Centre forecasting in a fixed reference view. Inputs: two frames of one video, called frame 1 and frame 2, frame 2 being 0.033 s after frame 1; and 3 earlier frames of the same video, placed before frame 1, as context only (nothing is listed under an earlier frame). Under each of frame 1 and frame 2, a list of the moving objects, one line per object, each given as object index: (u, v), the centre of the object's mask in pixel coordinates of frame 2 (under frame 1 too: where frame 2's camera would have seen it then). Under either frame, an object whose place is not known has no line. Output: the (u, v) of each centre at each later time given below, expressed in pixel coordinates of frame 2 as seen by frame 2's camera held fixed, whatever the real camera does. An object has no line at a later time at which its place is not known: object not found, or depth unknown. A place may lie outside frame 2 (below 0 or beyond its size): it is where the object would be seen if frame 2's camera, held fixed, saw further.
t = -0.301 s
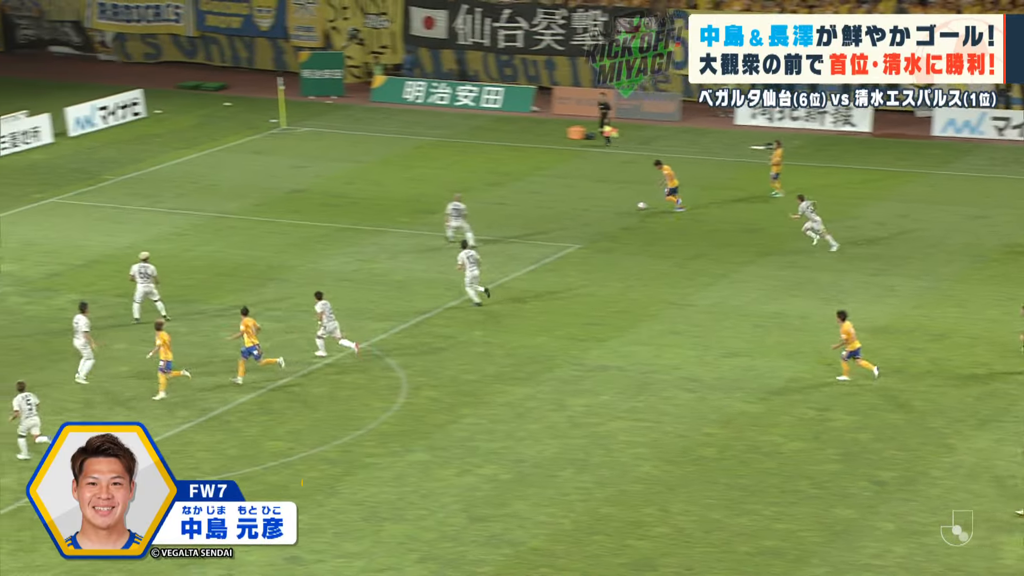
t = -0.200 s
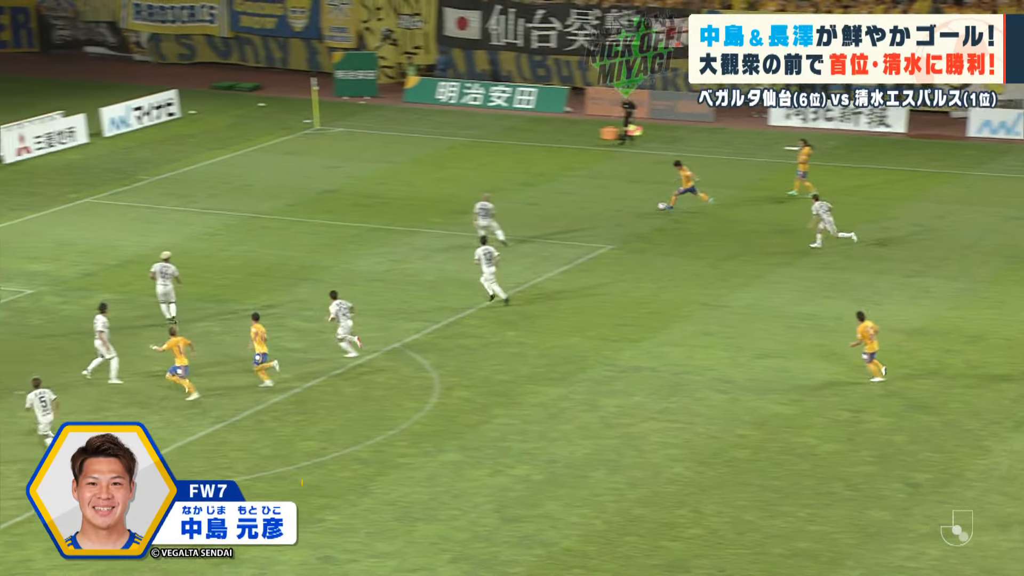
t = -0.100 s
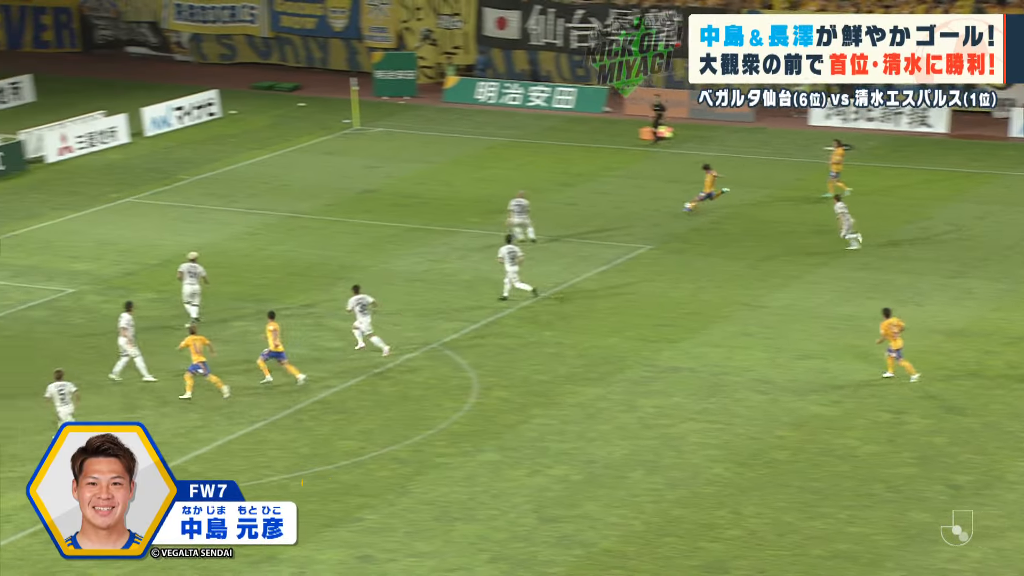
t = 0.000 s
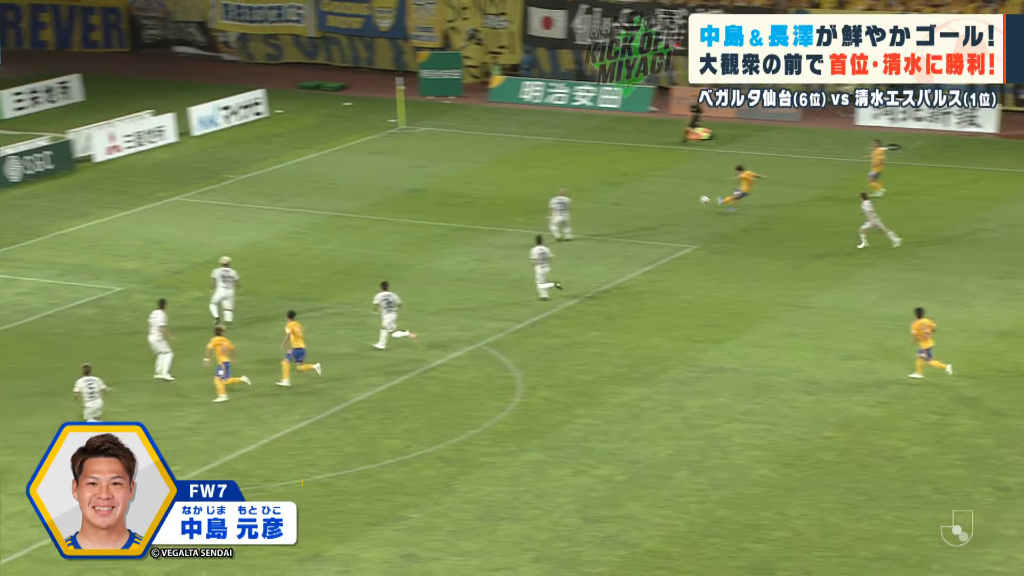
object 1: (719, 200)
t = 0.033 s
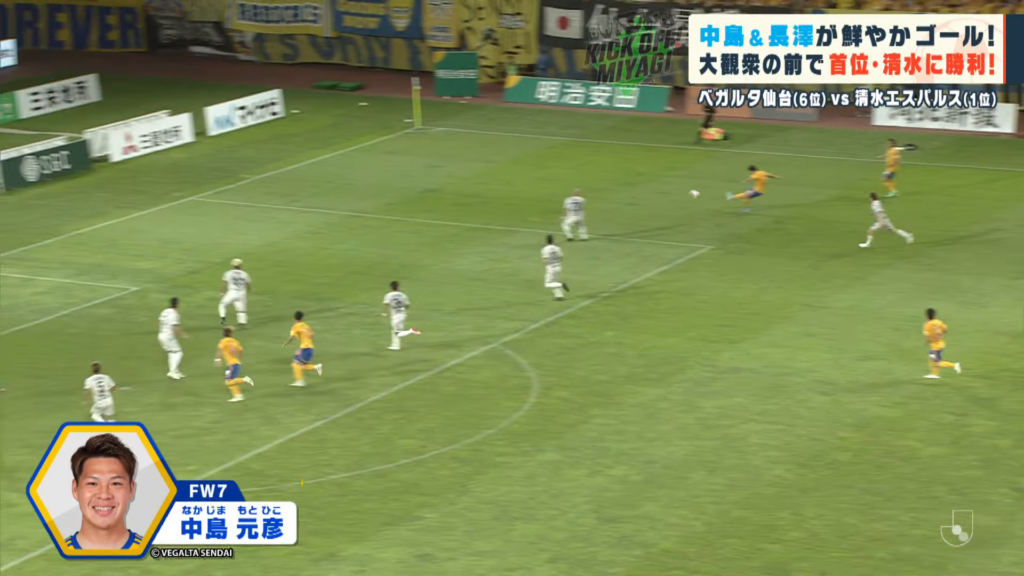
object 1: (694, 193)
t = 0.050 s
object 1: (681, 191)
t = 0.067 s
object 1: (669, 188)
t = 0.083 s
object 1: (656, 186)
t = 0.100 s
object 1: (644, 183)
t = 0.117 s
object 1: (632, 181)
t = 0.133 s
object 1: (620, 179)
